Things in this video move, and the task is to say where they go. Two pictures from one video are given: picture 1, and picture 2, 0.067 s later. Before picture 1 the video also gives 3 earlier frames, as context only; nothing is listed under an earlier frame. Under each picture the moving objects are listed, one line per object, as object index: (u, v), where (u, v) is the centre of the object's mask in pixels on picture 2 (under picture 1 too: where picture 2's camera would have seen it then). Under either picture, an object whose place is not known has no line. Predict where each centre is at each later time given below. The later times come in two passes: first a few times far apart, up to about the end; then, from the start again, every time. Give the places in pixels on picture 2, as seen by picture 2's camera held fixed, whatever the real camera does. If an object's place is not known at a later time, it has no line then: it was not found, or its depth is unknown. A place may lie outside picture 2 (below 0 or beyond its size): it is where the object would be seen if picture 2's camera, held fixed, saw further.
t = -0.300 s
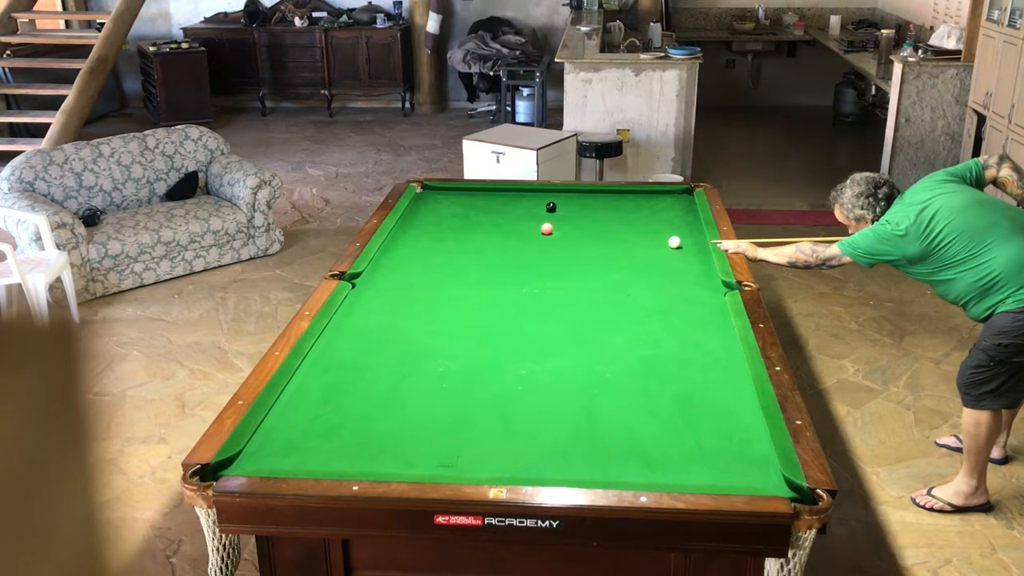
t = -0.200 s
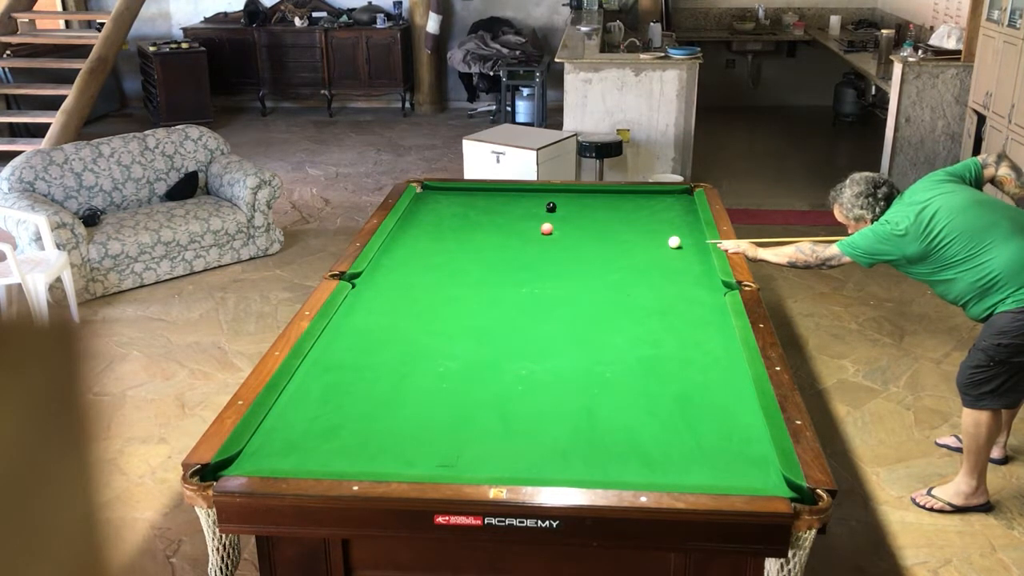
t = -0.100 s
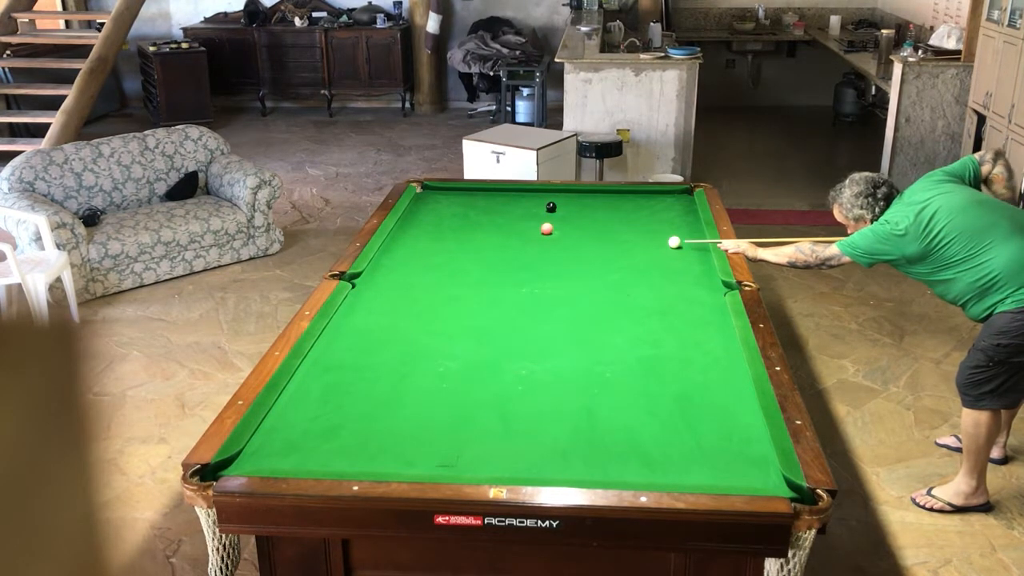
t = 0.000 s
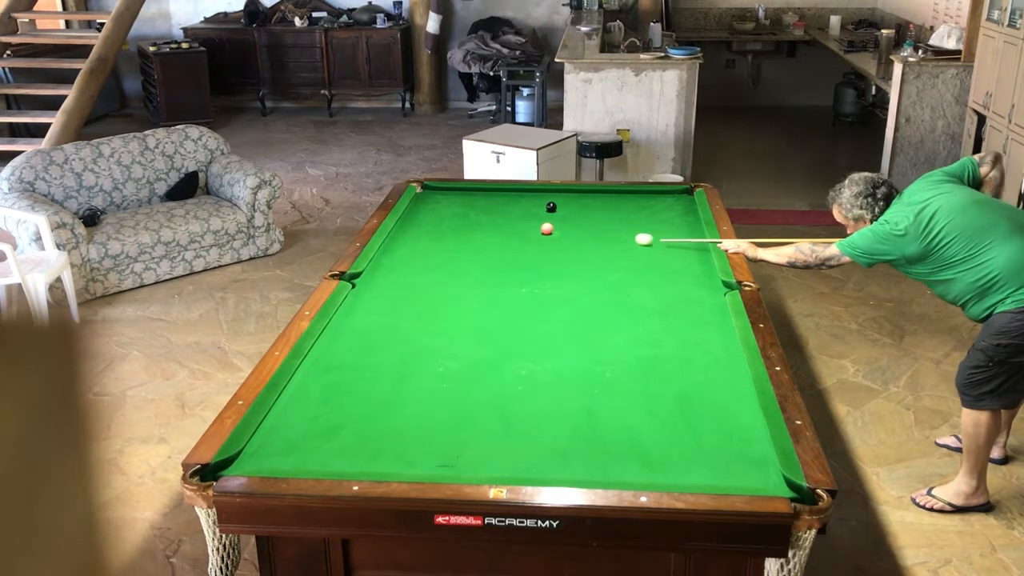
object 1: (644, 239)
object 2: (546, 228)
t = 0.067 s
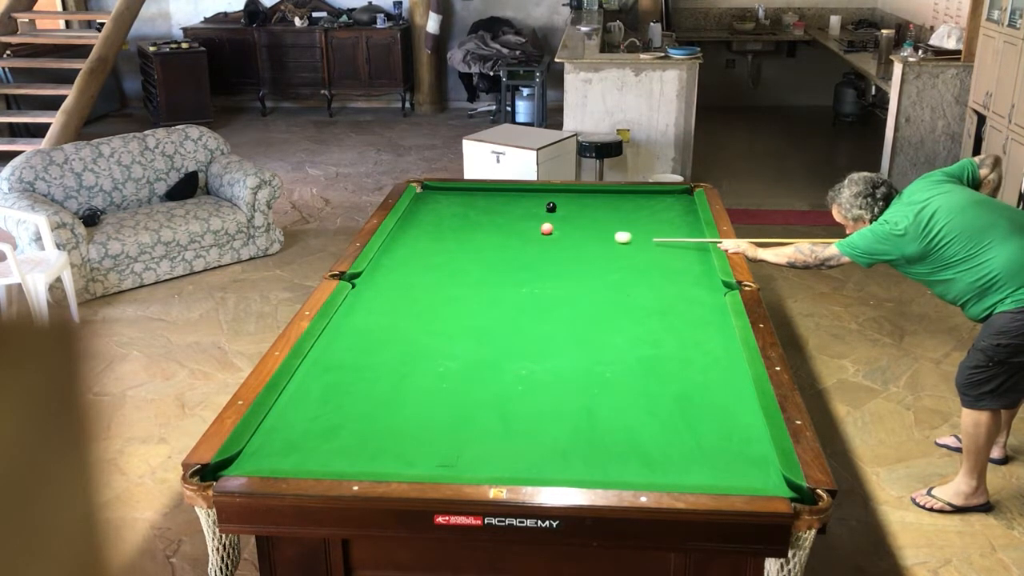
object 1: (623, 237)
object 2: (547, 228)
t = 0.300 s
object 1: (555, 231)
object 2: (545, 228)
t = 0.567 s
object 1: (515, 235)
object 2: (517, 219)
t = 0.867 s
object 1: (470, 239)
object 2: (489, 210)
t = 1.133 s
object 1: (432, 243)
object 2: (467, 203)
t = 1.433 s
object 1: (390, 246)
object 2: (444, 195)
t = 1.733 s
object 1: (405, 250)
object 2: (426, 189)
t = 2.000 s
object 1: (422, 253)
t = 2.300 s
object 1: (440, 255)
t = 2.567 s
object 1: (454, 257)
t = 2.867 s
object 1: (466, 259)
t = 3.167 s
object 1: (476, 260)
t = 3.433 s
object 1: (483, 261)
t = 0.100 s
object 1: (613, 236)
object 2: (547, 228)
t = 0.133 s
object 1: (603, 235)
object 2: (547, 228)
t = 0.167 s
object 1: (593, 234)
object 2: (546, 228)
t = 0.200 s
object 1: (583, 233)
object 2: (547, 228)
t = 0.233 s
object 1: (573, 233)
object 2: (547, 228)
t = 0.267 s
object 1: (564, 232)
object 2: (546, 228)
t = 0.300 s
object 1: (555, 231)
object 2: (545, 228)
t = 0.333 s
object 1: (550, 232)
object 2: (541, 226)
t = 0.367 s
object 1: (546, 232)
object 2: (537, 225)
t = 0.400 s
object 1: (541, 233)
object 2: (534, 224)
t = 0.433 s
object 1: (536, 233)
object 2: (530, 223)
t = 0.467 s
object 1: (530, 234)
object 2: (527, 222)
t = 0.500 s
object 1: (525, 234)
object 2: (524, 221)
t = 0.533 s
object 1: (520, 235)
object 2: (521, 220)
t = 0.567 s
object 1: (515, 235)
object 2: (517, 219)
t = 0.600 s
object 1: (510, 236)
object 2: (514, 218)
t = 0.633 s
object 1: (505, 236)
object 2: (511, 217)
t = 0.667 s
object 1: (500, 237)
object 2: (508, 216)
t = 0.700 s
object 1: (495, 237)
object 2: (505, 215)
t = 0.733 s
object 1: (490, 237)
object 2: (501, 214)
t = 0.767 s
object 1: (485, 238)
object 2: (499, 213)
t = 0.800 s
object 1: (480, 238)
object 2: (495, 211)
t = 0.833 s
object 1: (475, 239)
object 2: (492, 210)
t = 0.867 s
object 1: (470, 239)
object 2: (489, 210)
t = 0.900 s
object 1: (465, 240)
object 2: (486, 209)
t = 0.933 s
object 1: (460, 240)
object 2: (484, 208)
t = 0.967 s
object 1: (456, 241)
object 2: (481, 207)
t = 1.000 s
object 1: (451, 241)
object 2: (478, 206)
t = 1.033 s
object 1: (446, 241)
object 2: (475, 205)
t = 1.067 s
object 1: (441, 242)
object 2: (472, 204)
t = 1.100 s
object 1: (436, 242)
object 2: (470, 203)
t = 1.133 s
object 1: (432, 243)
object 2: (467, 203)
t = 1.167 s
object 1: (427, 243)
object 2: (464, 202)
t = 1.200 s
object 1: (422, 244)
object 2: (462, 201)
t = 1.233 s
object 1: (418, 244)
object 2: (459, 200)
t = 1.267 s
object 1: (413, 244)
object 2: (457, 199)
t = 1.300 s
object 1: (409, 245)
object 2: (454, 198)
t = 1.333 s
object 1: (403, 245)
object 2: (452, 197)
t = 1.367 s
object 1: (399, 246)
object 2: (449, 197)
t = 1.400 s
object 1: (395, 246)
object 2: (447, 196)
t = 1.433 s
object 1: (390, 246)
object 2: (444, 195)
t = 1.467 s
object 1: (386, 247)
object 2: (442, 194)
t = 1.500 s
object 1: (388, 247)
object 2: (440, 193)
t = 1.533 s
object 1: (390, 248)
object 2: (437, 193)
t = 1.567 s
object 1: (393, 248)
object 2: (435, 192)
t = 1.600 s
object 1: (395, 249)
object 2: (433, 191)
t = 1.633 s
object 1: (397, 249)
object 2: (431, 191)
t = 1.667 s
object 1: (400, 249)
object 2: (429, 190)
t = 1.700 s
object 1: (403, 249)
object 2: (427, 189)
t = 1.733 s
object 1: (405, 250)
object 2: (426, 189)
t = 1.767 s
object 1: (407, 250)
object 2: (422, 188)
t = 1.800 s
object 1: (409, 250)
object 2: (421, 187)
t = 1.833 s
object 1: (412, 251)
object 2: (419, 187)
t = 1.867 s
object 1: (414, 251)
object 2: (419, 188)
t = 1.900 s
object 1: (416, 252)
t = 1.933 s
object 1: (419, 252)
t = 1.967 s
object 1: (420, 252)
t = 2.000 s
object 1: (422, 253)
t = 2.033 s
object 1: (425, 253)
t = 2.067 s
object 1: (427, 253)
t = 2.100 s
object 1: (429, 253)
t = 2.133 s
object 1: (431, 254)
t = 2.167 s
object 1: (433, 254)
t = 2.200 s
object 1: (435, 254)
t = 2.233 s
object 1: (437, 254)
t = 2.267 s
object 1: (438, 255)
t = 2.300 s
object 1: (440, 255)
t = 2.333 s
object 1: (442, 255)
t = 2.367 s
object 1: (444, 256)
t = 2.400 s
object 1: (445, 256)
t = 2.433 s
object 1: (447, 256)
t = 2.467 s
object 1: (449, 257)
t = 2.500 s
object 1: (450, 257)
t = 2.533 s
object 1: (452, 257)
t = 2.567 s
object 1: (454, 257)
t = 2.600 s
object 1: (455, 258)
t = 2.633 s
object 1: (457, 258)
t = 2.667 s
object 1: (458, 258)
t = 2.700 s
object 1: (459, 258)
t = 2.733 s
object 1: (461, 258)
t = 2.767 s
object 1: (462, 259)
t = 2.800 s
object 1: (464, 259)
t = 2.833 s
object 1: (465, 259)
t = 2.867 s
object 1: (466, 259)
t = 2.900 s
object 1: (467, 259)
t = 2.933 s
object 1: (469, 259)
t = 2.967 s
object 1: (470, 260)
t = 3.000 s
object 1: (471, 260)
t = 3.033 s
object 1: (472, 260)
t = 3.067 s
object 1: (473, 260)
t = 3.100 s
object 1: (474, 260)
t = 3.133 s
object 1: (475, 260)
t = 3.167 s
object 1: (476, 260)
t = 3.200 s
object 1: (477, 260)
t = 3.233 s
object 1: (478, 261)
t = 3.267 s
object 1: (479, 261)
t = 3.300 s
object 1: (479, 261)
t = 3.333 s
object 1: (480, 261)
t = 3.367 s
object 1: (481, 261)
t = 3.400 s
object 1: (482, 261)
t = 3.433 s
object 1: (483, 261)
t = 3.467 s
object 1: (483, 261)
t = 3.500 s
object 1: (484, 261)
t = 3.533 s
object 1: (484, 262)
